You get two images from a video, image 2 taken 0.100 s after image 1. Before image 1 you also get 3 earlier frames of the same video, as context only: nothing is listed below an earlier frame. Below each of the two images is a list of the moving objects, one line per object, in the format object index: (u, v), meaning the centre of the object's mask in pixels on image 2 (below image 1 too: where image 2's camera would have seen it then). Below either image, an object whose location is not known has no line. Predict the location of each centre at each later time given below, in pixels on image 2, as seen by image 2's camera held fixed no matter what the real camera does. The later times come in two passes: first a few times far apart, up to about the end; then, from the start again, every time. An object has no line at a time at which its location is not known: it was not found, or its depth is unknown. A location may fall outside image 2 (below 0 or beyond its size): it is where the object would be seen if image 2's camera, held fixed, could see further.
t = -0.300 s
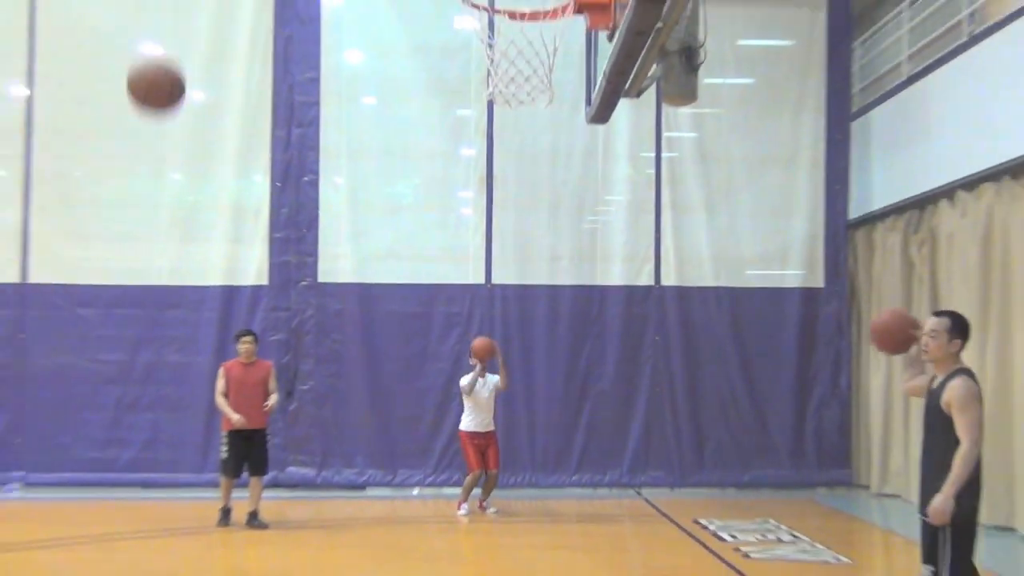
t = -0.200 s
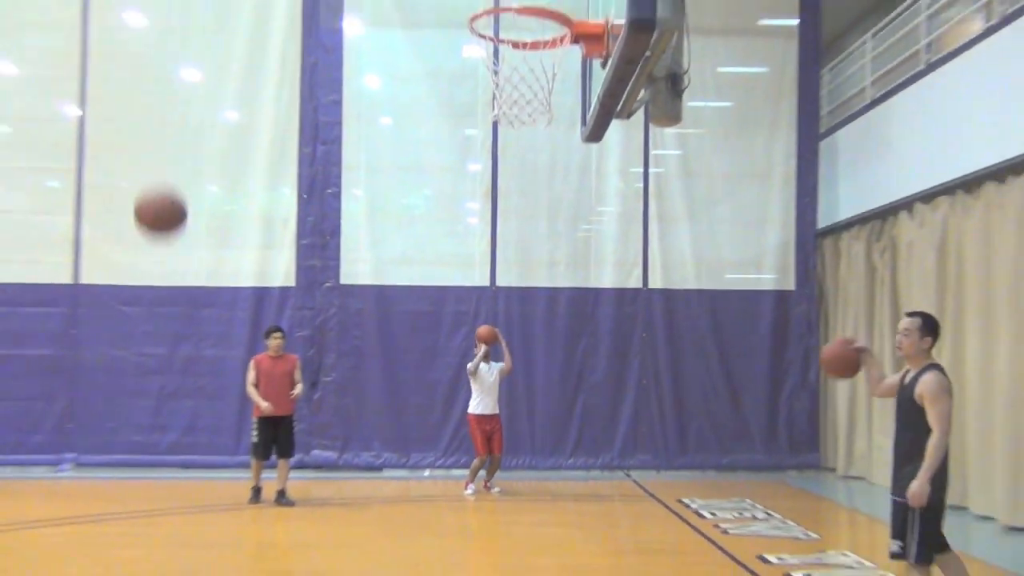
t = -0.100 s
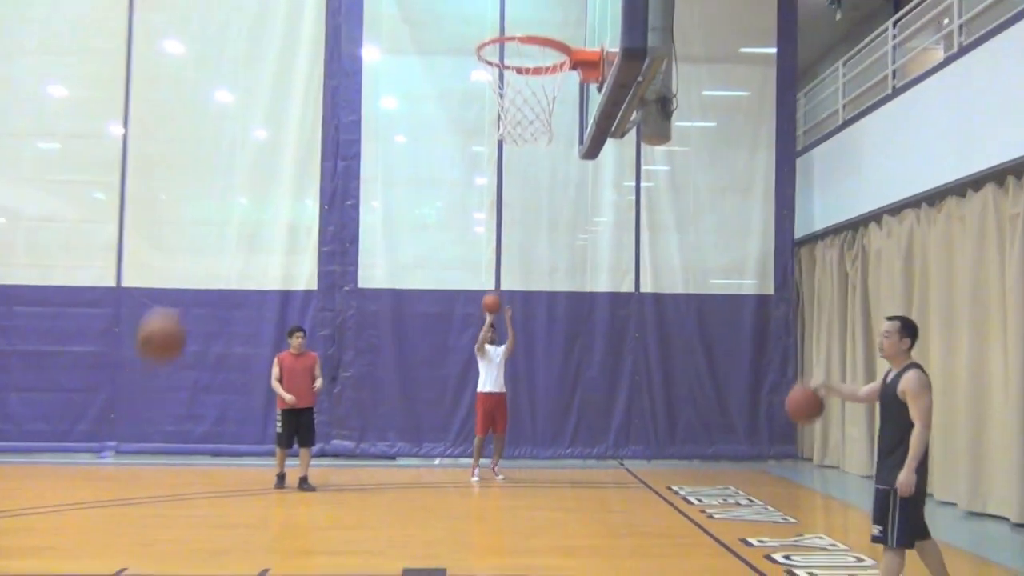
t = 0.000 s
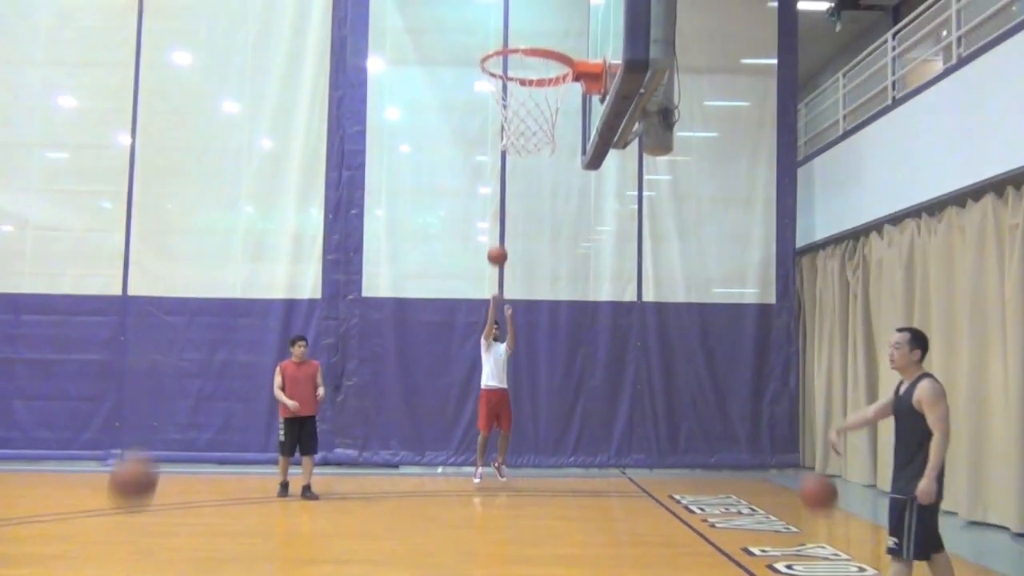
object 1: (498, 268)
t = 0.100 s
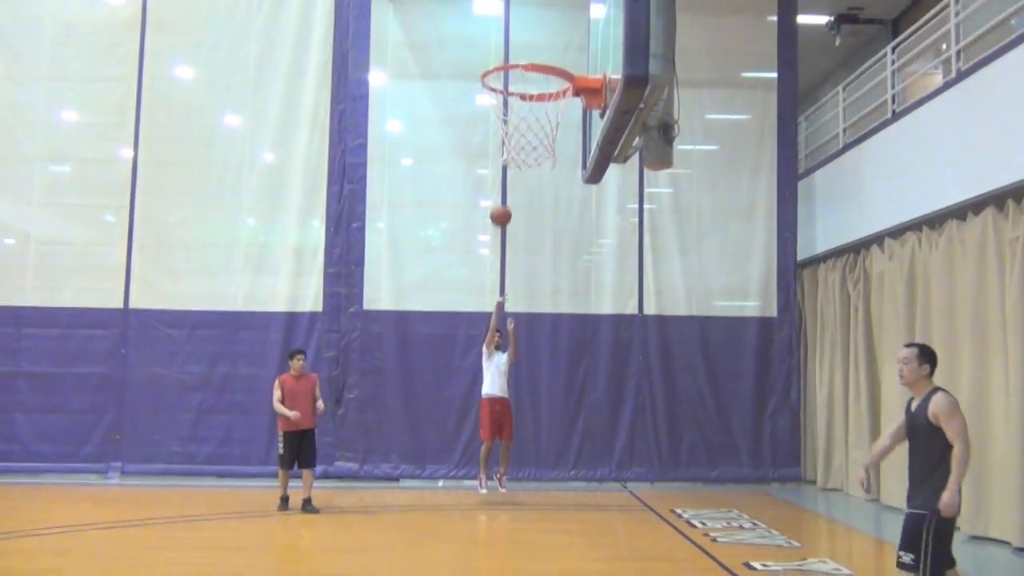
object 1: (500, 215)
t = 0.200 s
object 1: (502, 168)
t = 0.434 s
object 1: (509, 70)
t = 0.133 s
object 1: (501, 199)
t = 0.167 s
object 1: (502, 182)
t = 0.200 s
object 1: (502, 168)
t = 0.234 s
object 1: (497, 151)
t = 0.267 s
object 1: (497, 138)
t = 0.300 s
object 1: (505, 122)
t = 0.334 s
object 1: (506, 108)
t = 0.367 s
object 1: (507, 95)
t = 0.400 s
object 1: (507, 83)
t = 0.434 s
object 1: (509, 70)
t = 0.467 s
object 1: (510, 57)
